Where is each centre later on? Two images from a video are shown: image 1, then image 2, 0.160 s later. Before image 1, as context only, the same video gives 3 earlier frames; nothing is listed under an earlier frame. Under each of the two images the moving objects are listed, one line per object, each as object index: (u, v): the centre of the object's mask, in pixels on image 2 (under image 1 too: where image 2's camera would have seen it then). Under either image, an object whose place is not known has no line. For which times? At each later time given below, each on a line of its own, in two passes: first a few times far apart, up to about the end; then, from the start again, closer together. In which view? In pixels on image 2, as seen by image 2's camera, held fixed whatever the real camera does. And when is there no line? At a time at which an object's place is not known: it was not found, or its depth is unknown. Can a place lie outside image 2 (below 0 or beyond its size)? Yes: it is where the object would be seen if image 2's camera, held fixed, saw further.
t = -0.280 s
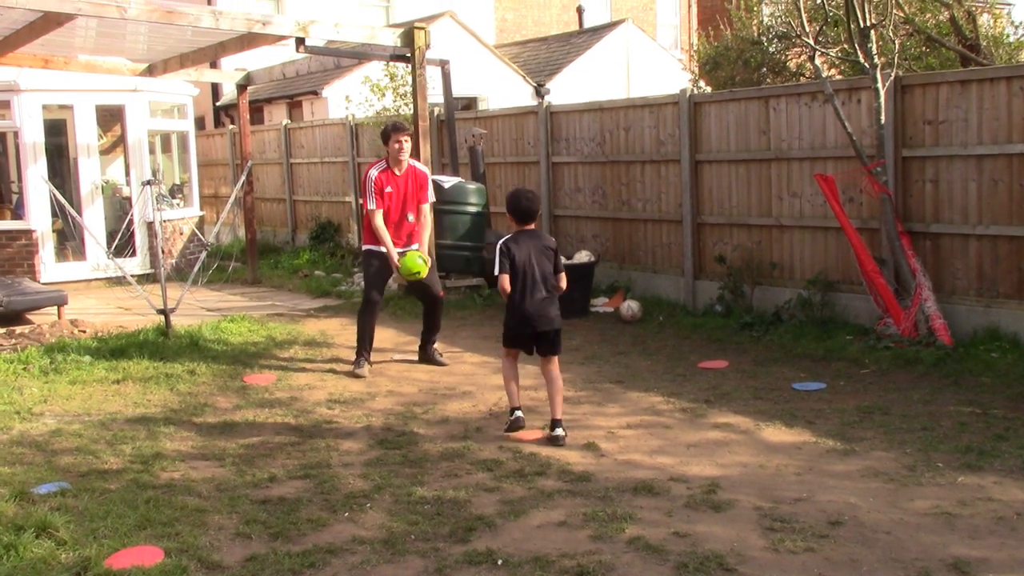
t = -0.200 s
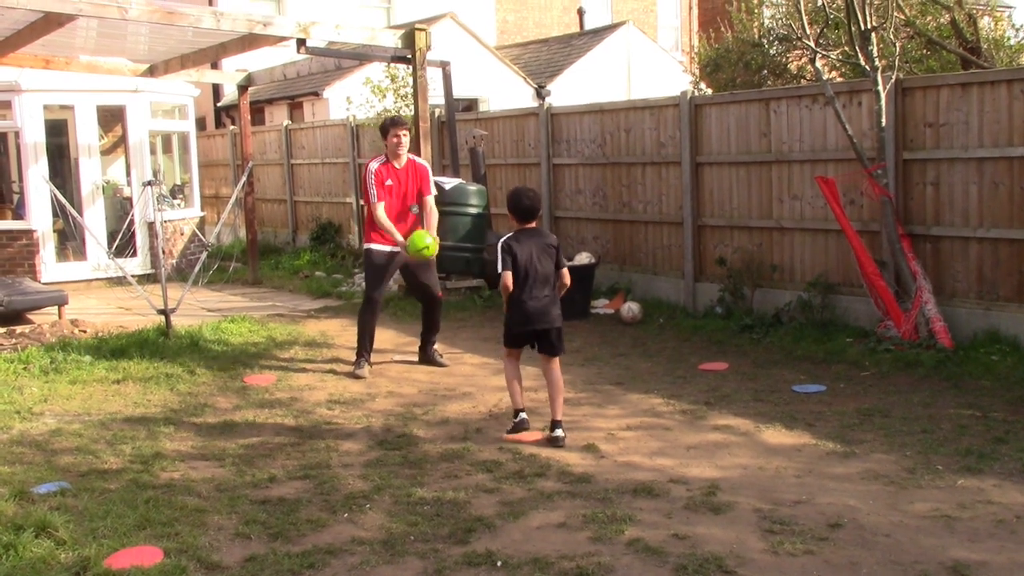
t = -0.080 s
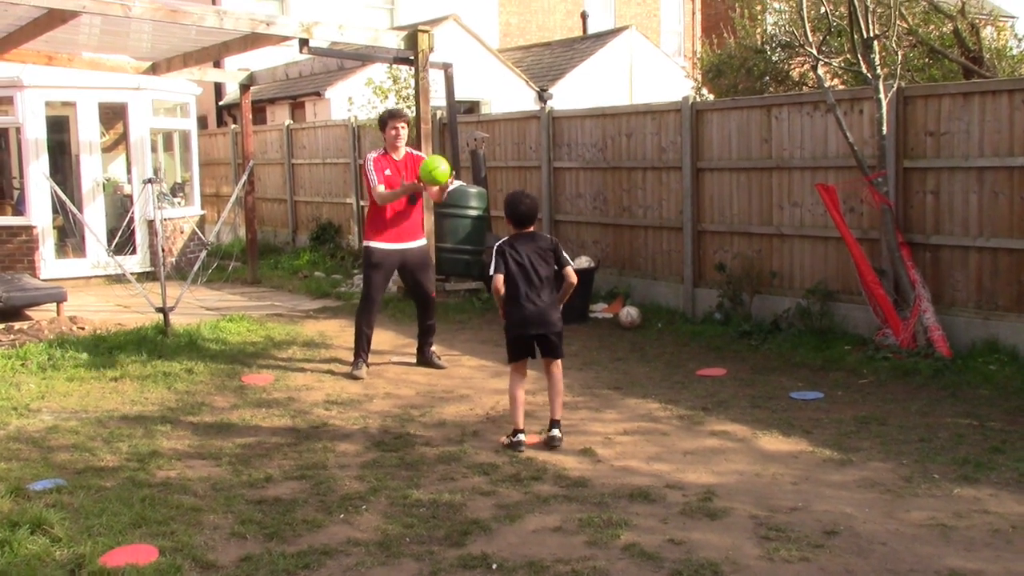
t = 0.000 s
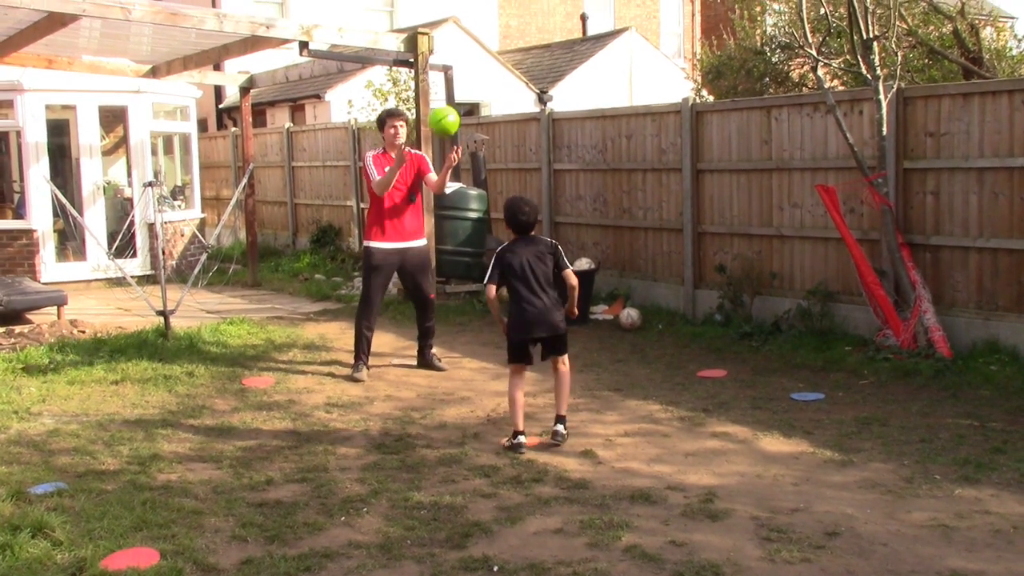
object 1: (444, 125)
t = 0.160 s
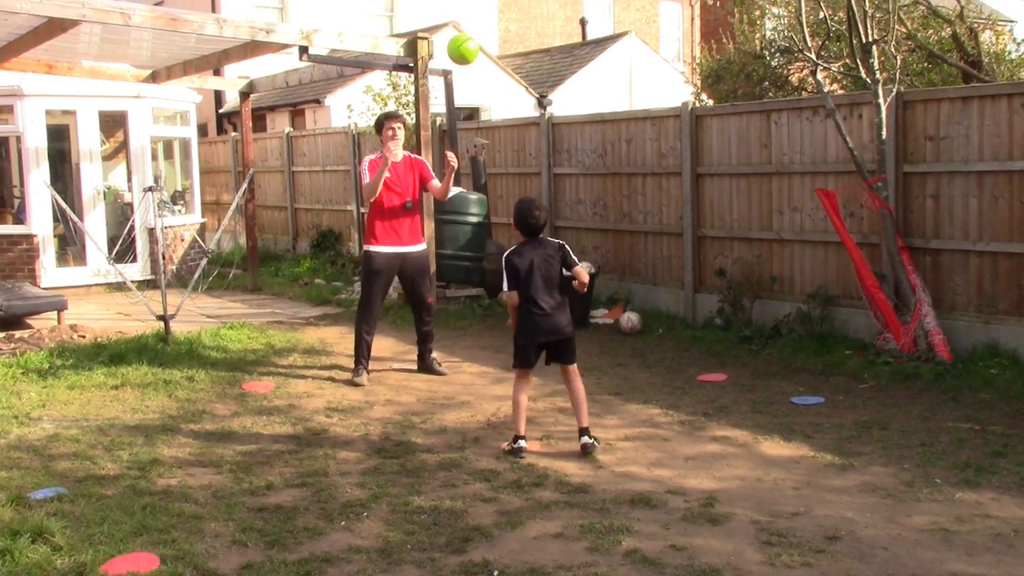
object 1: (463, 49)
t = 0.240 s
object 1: (474, 25)
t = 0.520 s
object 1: (516, 25)
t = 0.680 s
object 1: (544, 89)
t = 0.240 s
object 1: (474, 25)
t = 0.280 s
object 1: (479, 16)
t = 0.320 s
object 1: (485, 11)
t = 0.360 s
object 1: (491, 8)
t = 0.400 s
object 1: (497, 8)
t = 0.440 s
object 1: (503, 11)
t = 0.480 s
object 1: (510, 16)
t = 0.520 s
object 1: (516, 25)
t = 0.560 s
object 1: (523, 37)
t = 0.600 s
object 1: (531, 51)
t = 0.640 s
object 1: (538, 68)
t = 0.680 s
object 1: (544, 89)
